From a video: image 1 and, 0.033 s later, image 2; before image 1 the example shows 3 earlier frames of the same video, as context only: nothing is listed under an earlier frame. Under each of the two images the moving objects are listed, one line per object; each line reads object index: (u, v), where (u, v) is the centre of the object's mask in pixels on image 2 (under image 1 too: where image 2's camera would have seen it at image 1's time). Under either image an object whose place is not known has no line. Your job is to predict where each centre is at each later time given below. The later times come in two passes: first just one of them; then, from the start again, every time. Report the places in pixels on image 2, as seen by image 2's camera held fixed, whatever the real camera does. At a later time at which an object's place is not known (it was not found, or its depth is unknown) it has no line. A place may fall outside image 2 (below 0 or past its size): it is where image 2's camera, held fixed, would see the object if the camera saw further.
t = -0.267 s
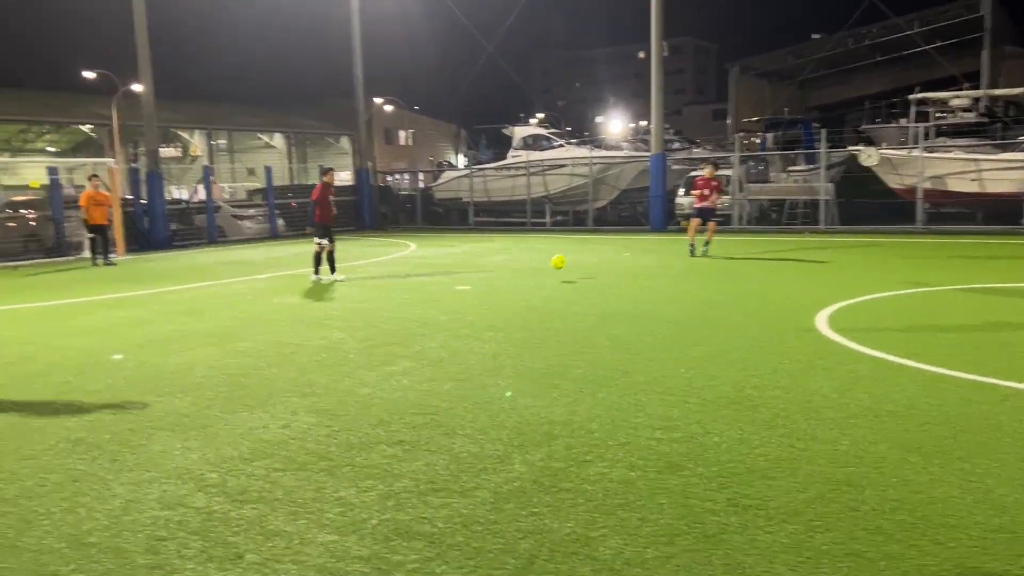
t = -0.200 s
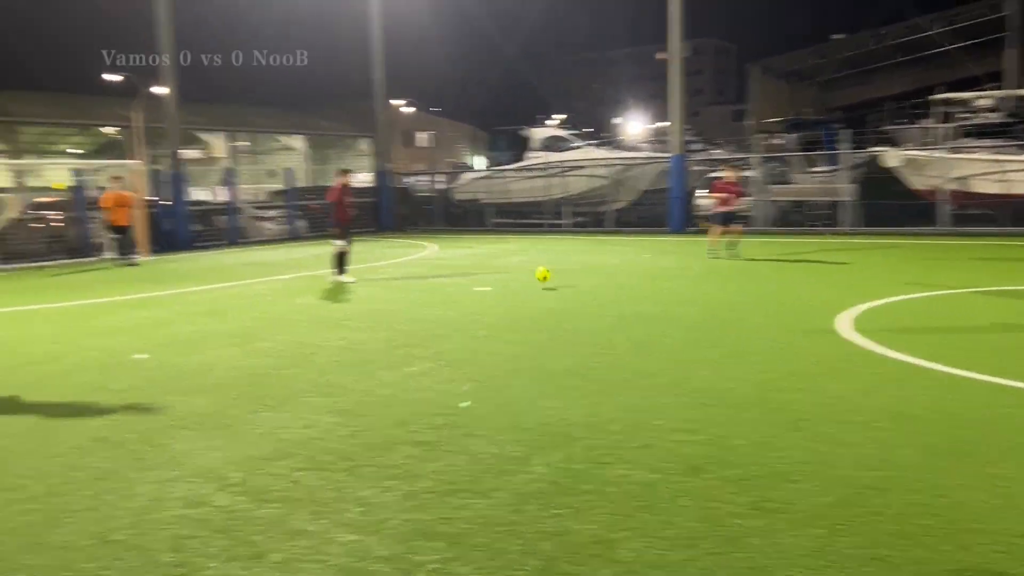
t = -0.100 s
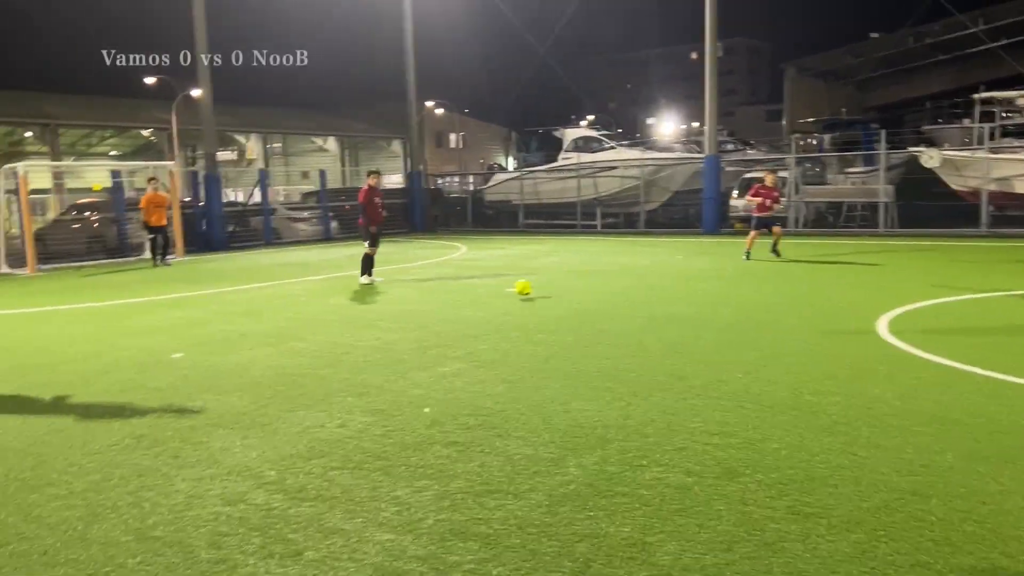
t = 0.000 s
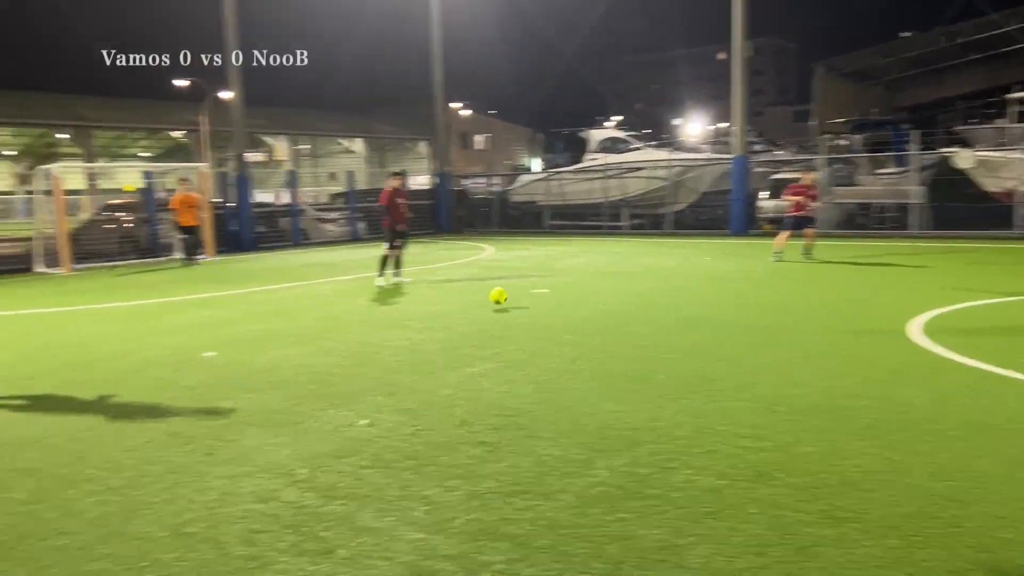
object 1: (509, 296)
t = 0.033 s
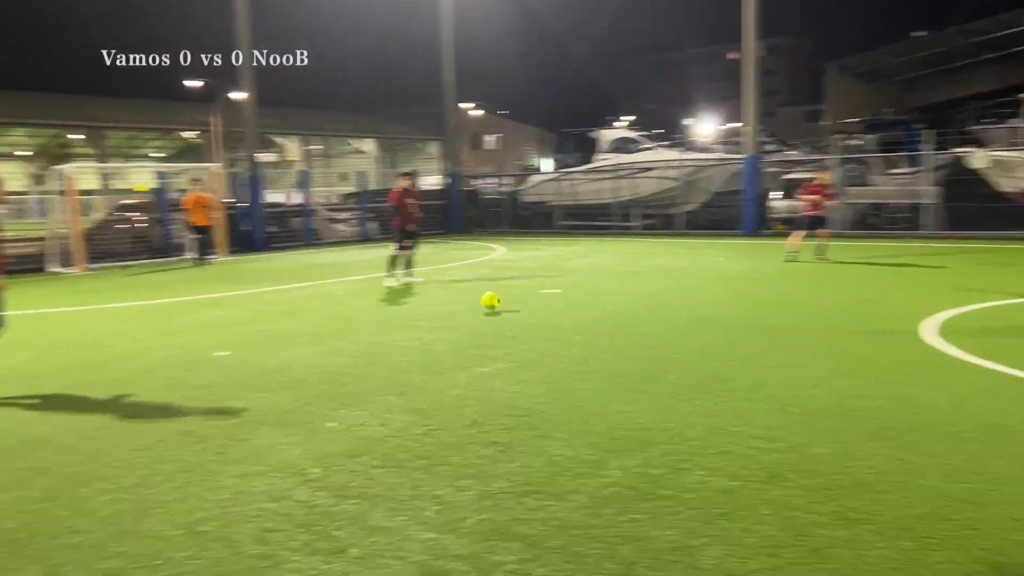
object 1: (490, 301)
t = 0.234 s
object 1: (377, 323)
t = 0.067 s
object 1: (471, 307)
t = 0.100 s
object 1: (454, 308)
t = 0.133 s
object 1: (435, 311)
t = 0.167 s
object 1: (415, 314)
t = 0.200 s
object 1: (396, 319)
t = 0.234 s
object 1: (377, 323)
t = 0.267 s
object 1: (357, 326)
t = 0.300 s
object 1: (336, 330)
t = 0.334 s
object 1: (315, 333)
